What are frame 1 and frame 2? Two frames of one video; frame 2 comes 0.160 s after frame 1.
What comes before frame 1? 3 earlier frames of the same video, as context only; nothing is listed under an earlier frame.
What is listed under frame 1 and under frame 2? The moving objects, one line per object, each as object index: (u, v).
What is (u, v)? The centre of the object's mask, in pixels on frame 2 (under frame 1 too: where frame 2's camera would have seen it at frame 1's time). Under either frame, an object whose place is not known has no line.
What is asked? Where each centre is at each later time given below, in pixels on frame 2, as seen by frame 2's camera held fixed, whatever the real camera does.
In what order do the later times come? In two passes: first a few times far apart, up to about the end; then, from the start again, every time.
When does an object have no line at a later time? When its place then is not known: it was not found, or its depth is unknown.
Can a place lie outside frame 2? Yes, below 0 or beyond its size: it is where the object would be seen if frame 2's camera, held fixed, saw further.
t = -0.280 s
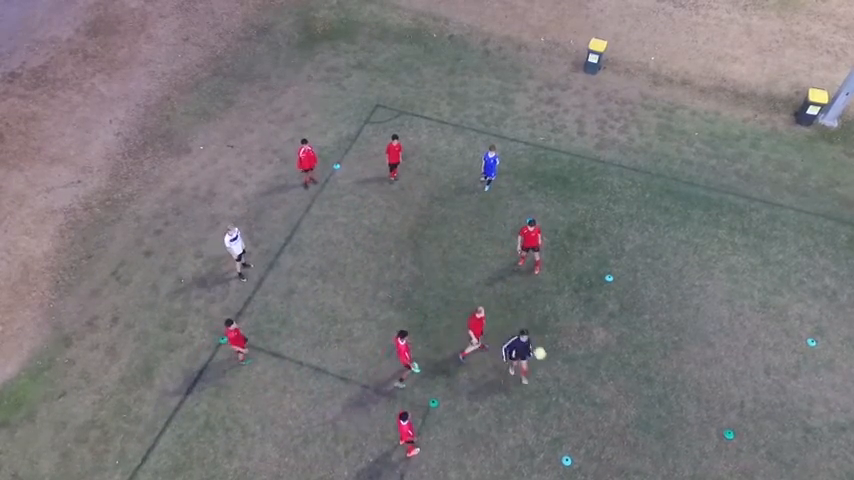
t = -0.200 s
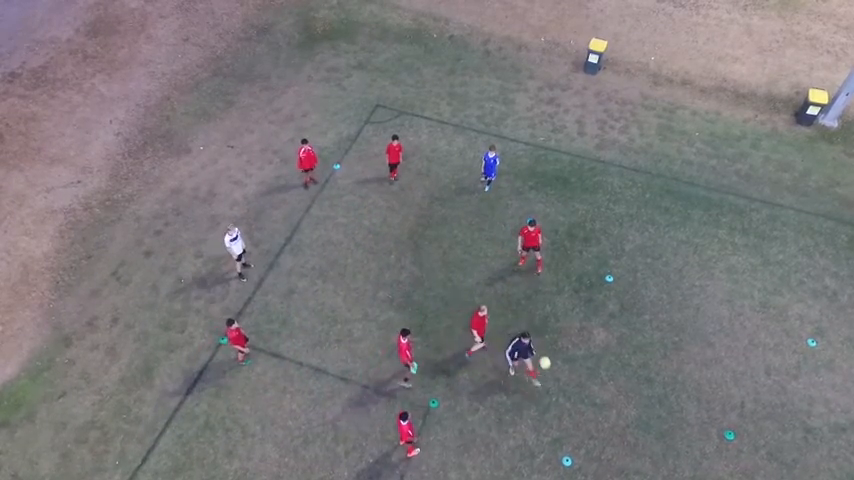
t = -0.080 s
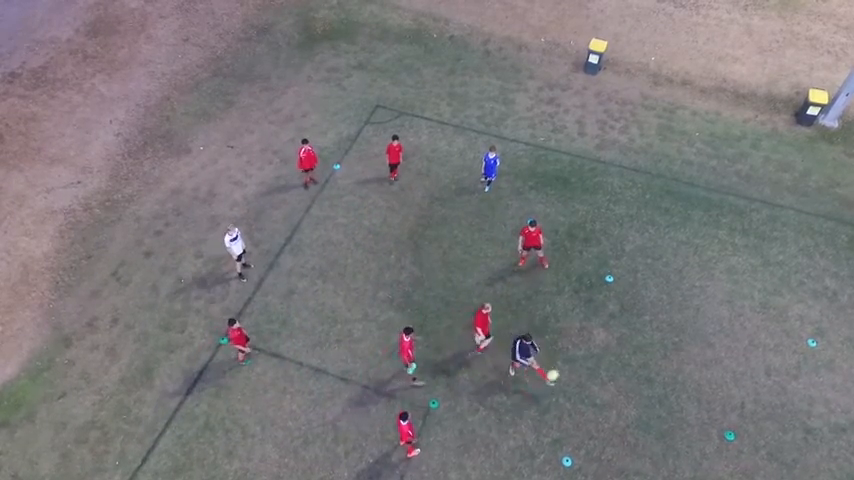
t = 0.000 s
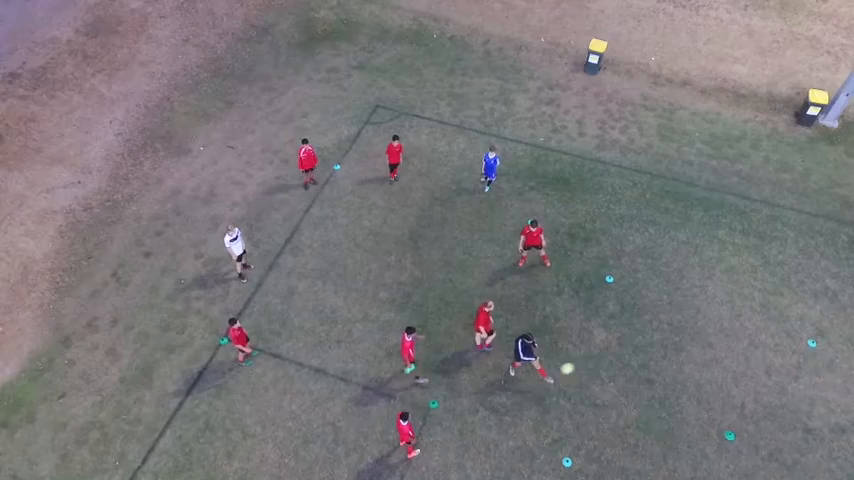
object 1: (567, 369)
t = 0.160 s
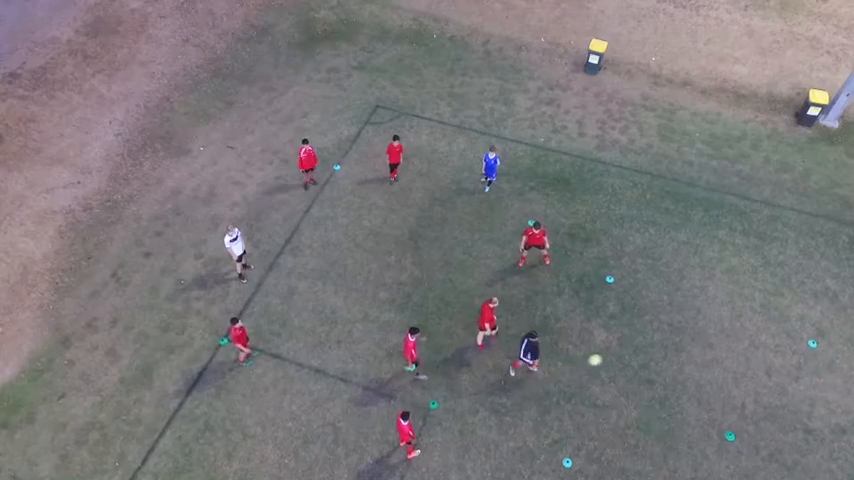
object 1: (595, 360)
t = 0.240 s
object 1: (607, 358)
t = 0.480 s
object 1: (638, 359)
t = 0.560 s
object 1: (646, 361)
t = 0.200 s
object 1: (601, 358)
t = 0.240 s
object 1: (607, 358)
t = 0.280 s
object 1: (613, 357)
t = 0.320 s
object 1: (618, 356)
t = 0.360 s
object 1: (624, 356)
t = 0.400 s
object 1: (629, 357)
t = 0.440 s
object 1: (633, 358)
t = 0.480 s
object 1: (638, 359)
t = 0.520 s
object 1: (642, 360)
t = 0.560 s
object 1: (646, 361)
